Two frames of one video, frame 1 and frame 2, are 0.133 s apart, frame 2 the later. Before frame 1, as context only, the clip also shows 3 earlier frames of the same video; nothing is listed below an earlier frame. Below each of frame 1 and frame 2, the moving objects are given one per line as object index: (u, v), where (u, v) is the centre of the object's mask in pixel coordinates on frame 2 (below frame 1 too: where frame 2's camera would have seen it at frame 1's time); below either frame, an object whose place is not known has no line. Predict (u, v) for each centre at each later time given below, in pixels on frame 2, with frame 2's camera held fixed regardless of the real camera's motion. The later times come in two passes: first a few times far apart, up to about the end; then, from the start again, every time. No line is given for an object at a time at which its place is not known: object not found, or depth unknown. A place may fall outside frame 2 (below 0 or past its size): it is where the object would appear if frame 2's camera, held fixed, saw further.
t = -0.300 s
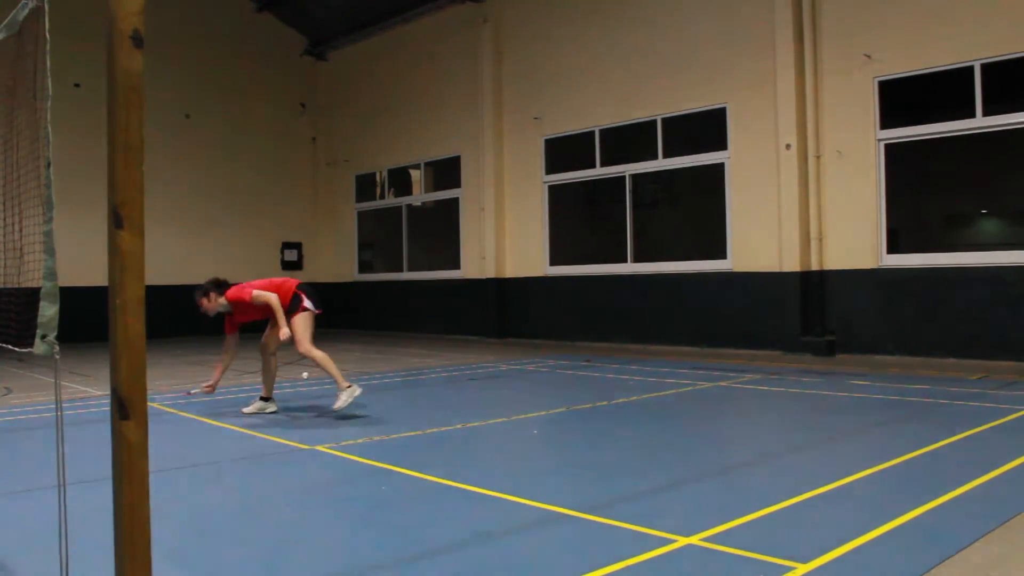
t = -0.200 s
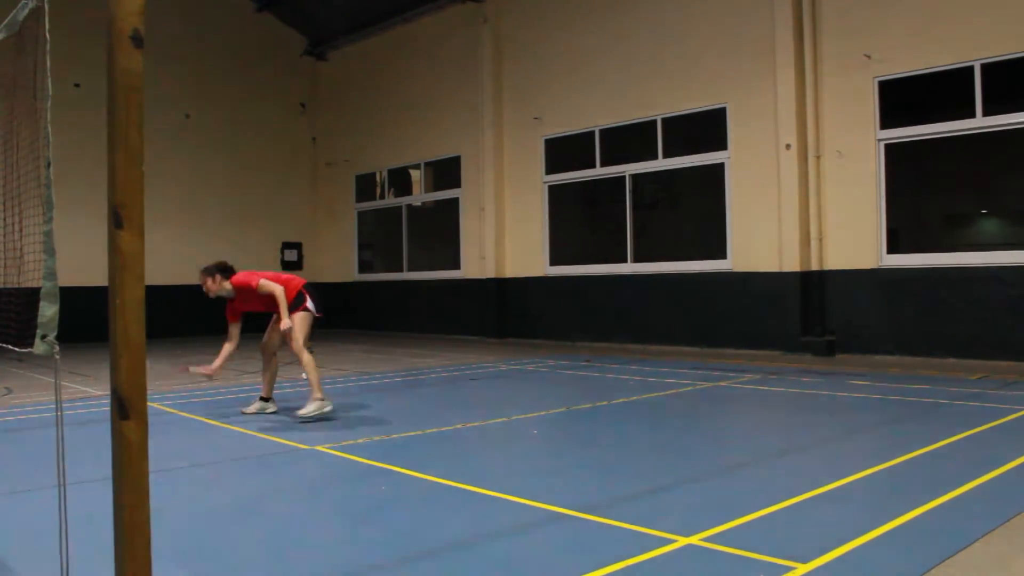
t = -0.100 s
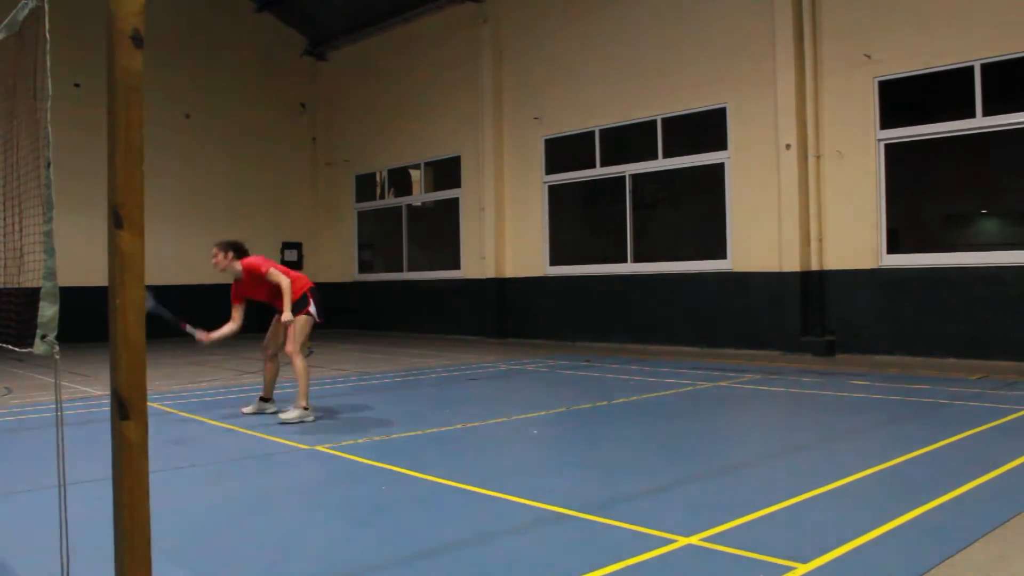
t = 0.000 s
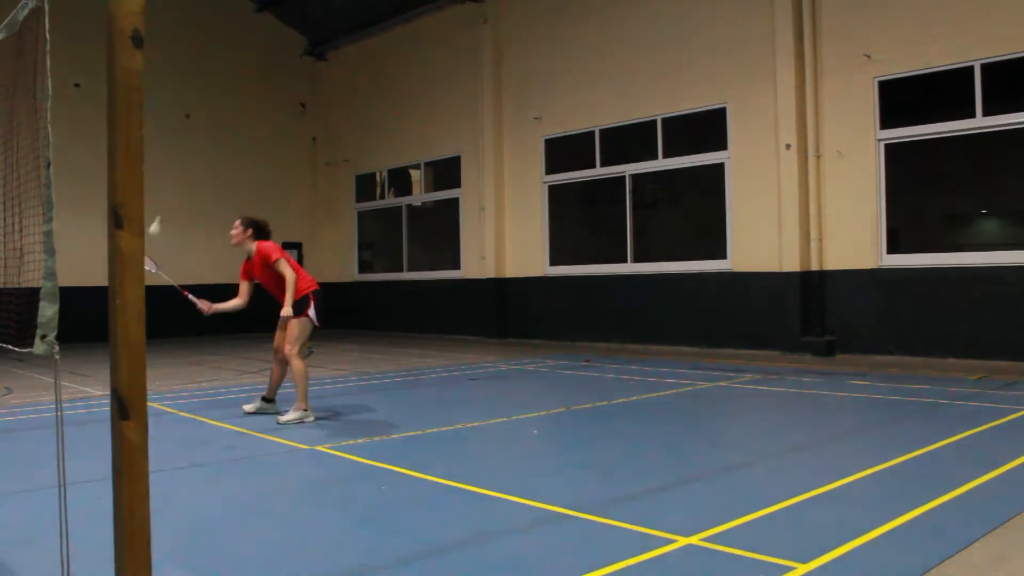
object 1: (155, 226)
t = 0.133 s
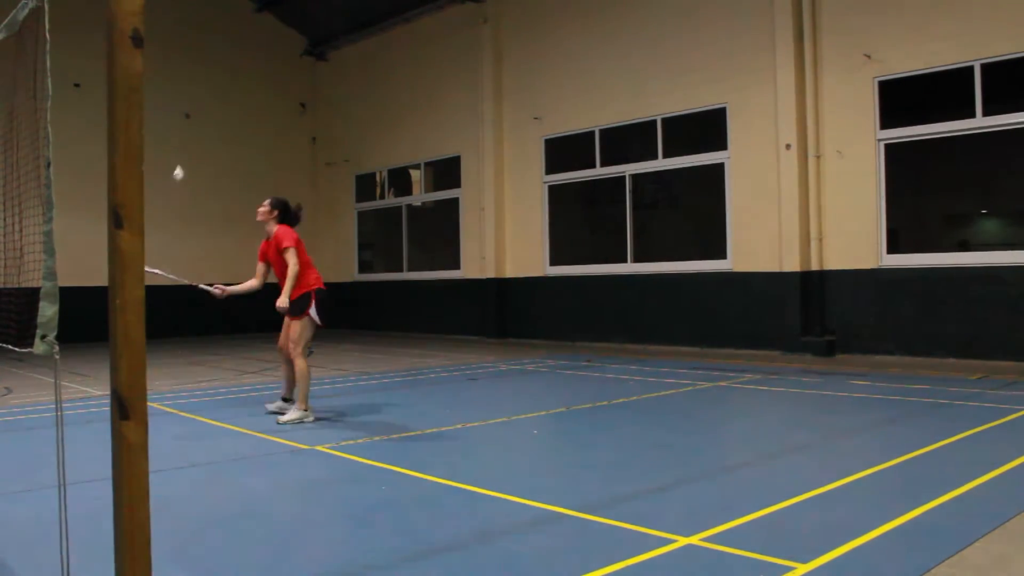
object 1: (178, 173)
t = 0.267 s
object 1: (194, 148)
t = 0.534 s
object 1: (228, 172)
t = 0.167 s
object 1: (183, 164)
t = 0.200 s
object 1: (186, 157)
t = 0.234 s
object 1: (190, 151)
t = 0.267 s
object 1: (194, 148)
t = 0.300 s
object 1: (199, 146)
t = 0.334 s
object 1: (202, 146)
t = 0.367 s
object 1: (207, 147)
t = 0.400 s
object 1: (211, 149)
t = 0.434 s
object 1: (215, 153)
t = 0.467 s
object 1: (220, 158)
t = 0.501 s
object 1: (224, 164)
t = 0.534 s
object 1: (228, 172)
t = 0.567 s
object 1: (233, 182)
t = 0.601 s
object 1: (237, 193)
